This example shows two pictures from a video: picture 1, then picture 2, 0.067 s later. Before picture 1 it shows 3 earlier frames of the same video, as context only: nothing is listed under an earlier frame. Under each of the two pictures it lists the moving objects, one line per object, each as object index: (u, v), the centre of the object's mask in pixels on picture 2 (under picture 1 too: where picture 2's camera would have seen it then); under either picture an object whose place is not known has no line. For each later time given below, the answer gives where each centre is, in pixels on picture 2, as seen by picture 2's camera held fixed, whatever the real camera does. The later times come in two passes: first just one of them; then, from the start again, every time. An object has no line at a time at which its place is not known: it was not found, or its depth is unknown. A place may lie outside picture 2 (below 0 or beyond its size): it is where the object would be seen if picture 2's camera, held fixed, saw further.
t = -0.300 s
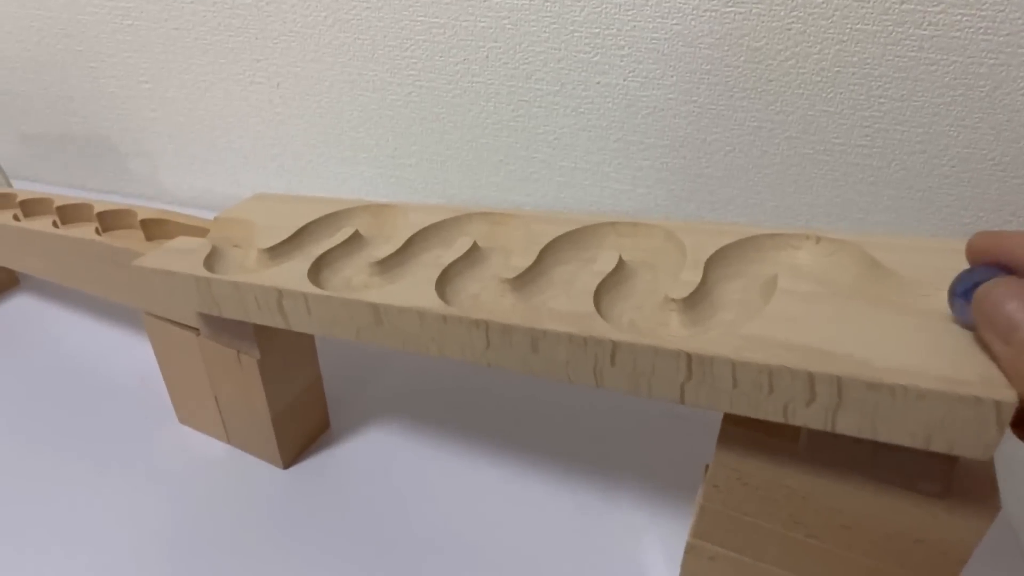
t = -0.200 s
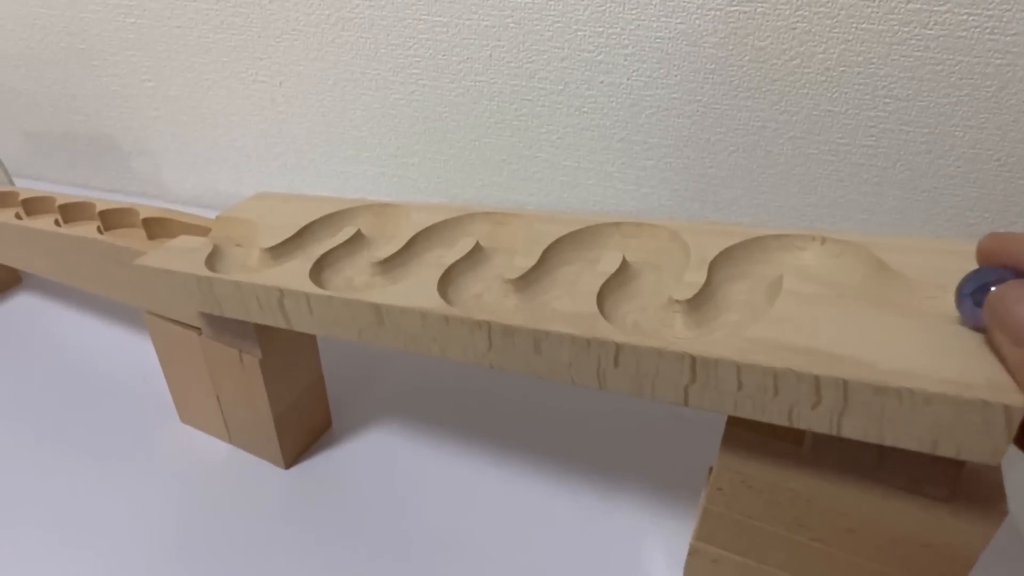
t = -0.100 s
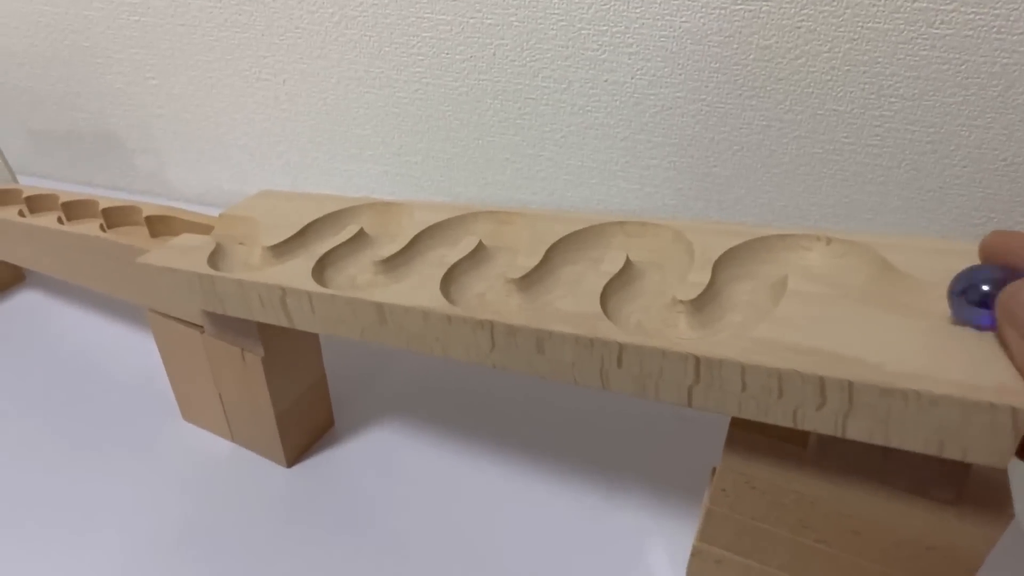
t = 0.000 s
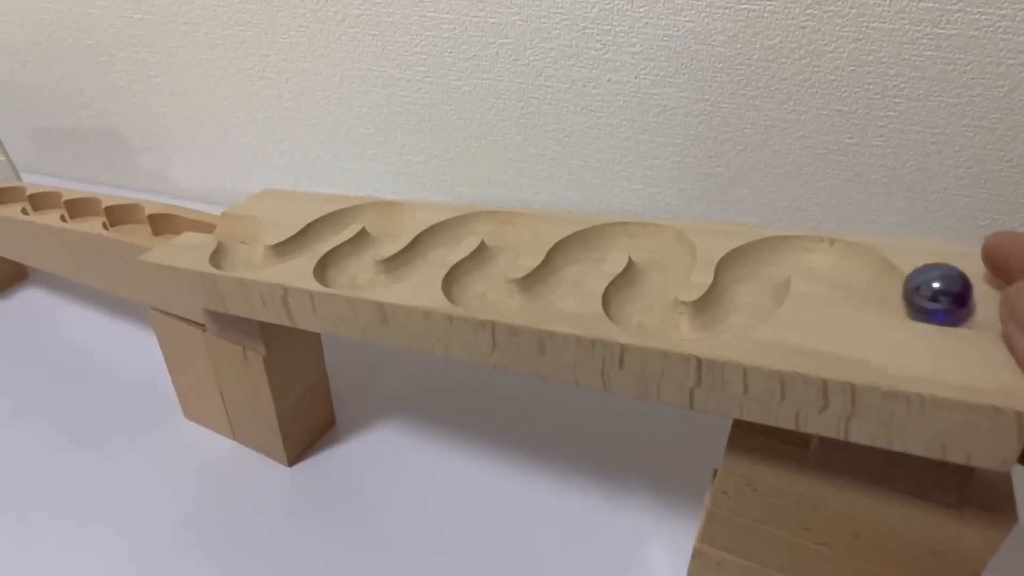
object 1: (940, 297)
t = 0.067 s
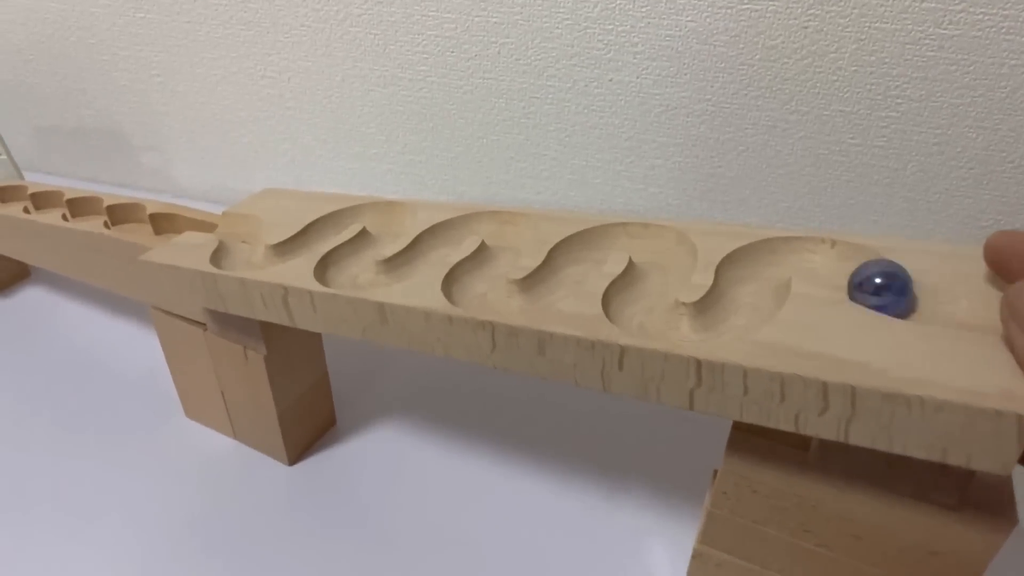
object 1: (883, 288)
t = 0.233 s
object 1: (758, 266)
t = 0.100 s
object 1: (864, 279)
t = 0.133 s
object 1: (843, 264)
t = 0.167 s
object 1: (819, 247)
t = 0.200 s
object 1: (786, 251)
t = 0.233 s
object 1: (758, 266)
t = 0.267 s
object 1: (746, 277)
